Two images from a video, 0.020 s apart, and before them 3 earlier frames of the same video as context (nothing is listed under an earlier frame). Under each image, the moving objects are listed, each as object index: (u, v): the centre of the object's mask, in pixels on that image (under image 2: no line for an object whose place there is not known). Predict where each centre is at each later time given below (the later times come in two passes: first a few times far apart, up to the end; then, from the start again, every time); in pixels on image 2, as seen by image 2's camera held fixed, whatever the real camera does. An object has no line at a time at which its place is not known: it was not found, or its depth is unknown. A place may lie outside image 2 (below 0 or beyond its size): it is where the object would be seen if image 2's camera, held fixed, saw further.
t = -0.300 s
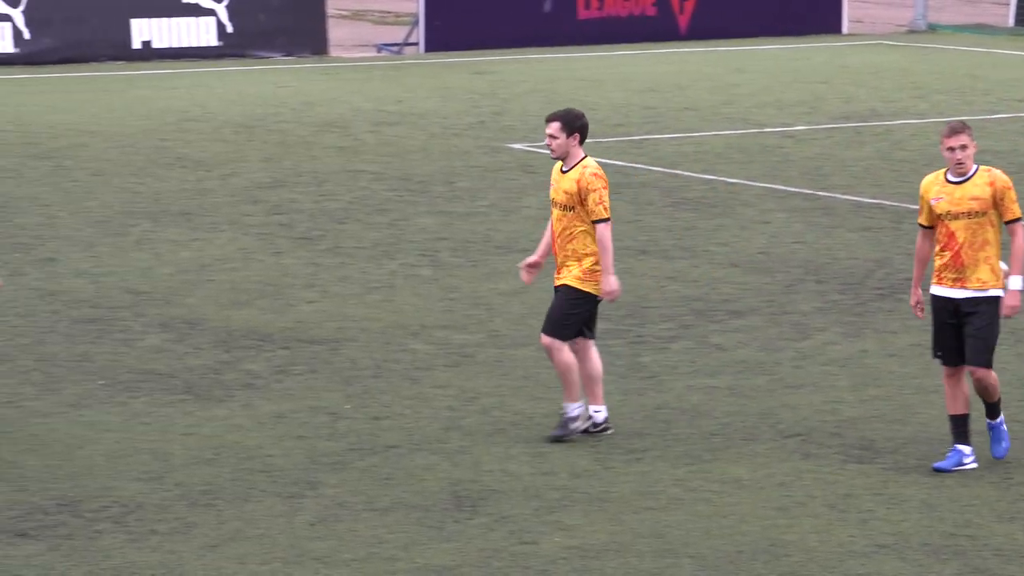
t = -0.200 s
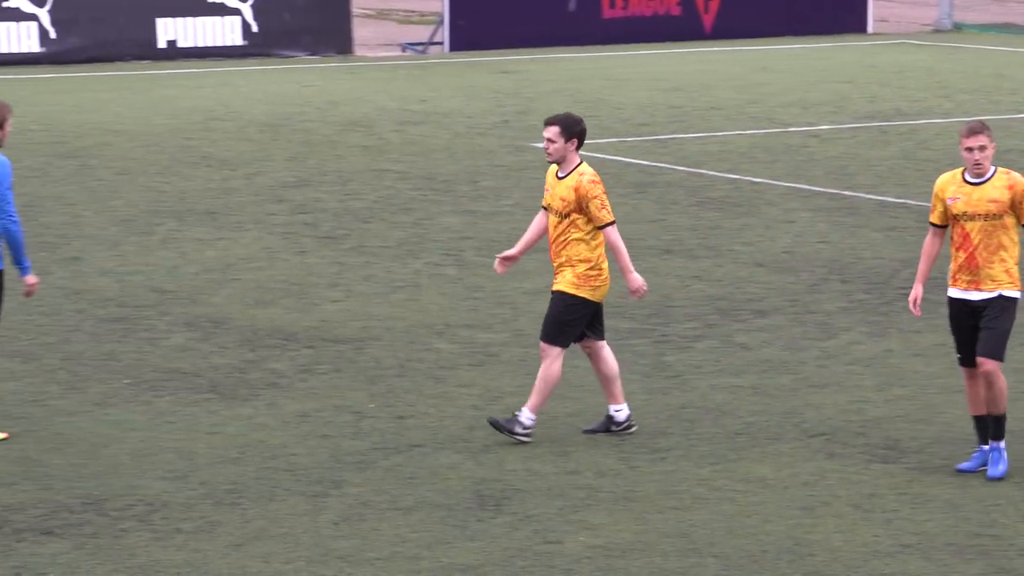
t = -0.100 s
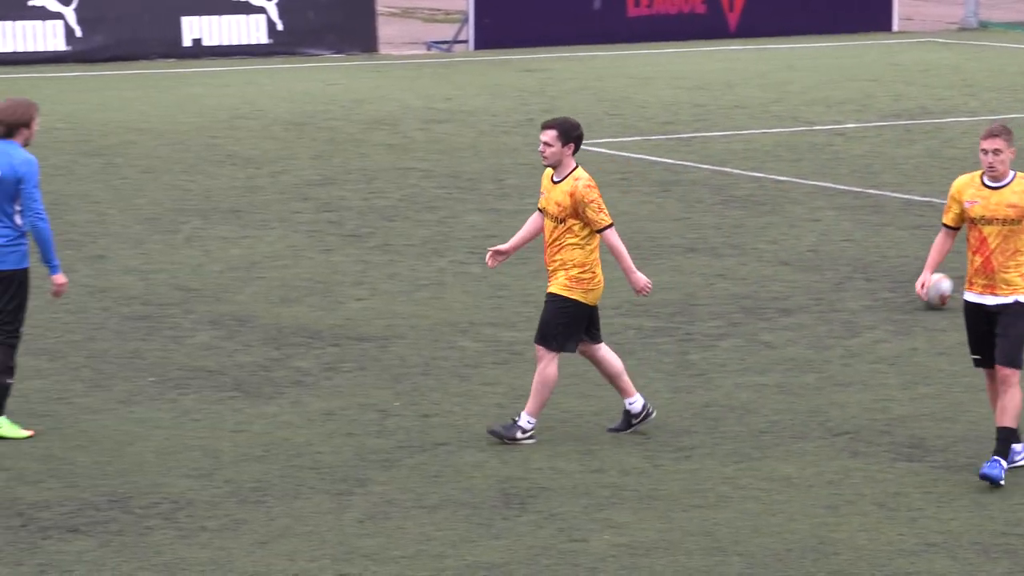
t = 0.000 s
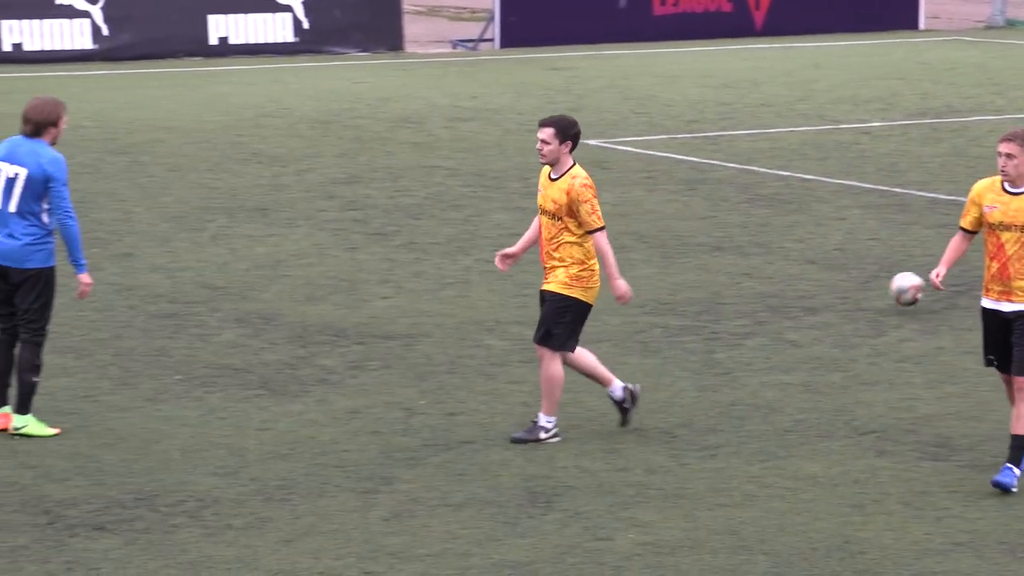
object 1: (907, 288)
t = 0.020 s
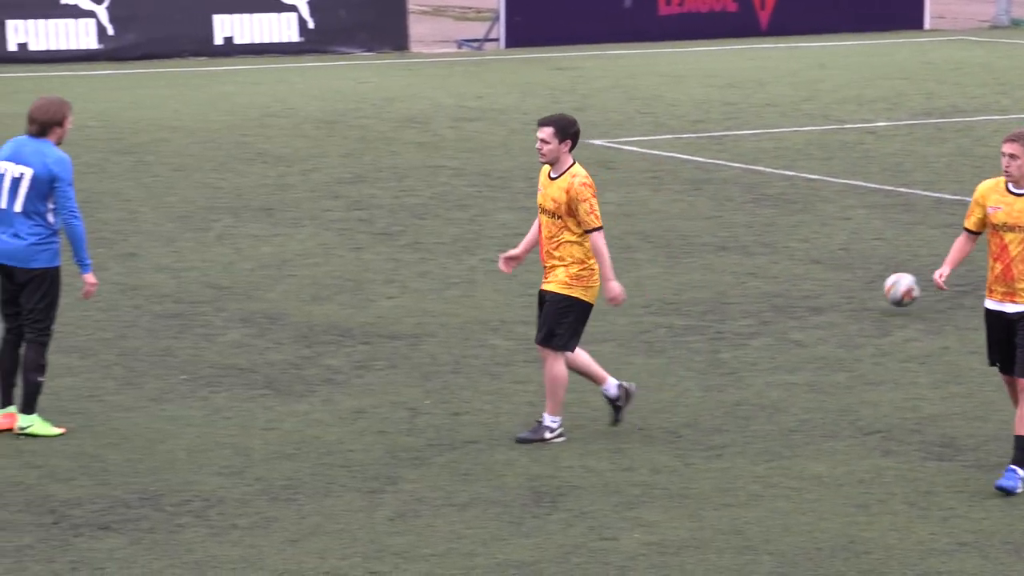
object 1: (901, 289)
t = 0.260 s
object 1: (770, 307)
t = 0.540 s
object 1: (618, 324)
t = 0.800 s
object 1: (476, 340)
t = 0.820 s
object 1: (465, 343)
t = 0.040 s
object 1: (890, 290)
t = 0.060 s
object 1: (880, 292)
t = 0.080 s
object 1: (868, 295)
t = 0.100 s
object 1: (857, 298)
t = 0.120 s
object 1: (846, 302)
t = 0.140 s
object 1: (834, 304)
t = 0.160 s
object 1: (823, 303)
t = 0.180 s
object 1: (813, 302)
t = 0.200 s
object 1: (802, 303)
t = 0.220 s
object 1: (791, 303)
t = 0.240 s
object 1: (781, 305)
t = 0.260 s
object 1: (770, 307)
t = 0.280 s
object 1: (759, 310)
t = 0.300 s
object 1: (748, 313)
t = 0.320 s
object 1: (737, 315)
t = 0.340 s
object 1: (726, 313)
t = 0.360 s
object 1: (716, 312)
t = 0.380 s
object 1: (705, 313)
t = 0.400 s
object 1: (694, 313)
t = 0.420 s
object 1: (684, 314)
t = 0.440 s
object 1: (673, 316)
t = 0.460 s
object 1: (662, 319)
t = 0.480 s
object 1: (650, 324)
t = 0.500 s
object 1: (640, 325)
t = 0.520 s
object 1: (629, 324)
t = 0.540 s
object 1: (618, 324)
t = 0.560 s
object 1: (608, 324)
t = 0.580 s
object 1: (597, 325)
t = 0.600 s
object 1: (586, 327)
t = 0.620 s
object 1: (575, 329)
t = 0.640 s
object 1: (565, 332)
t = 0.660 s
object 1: (553, 335)
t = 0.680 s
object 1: (543, 334)
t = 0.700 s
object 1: (532, 334)
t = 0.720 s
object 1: (520, 333)
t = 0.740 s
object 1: (510, 334)
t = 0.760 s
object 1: (499, 335)
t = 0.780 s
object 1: (487, 337)
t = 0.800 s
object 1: (476, 340)
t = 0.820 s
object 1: (465, 343)
